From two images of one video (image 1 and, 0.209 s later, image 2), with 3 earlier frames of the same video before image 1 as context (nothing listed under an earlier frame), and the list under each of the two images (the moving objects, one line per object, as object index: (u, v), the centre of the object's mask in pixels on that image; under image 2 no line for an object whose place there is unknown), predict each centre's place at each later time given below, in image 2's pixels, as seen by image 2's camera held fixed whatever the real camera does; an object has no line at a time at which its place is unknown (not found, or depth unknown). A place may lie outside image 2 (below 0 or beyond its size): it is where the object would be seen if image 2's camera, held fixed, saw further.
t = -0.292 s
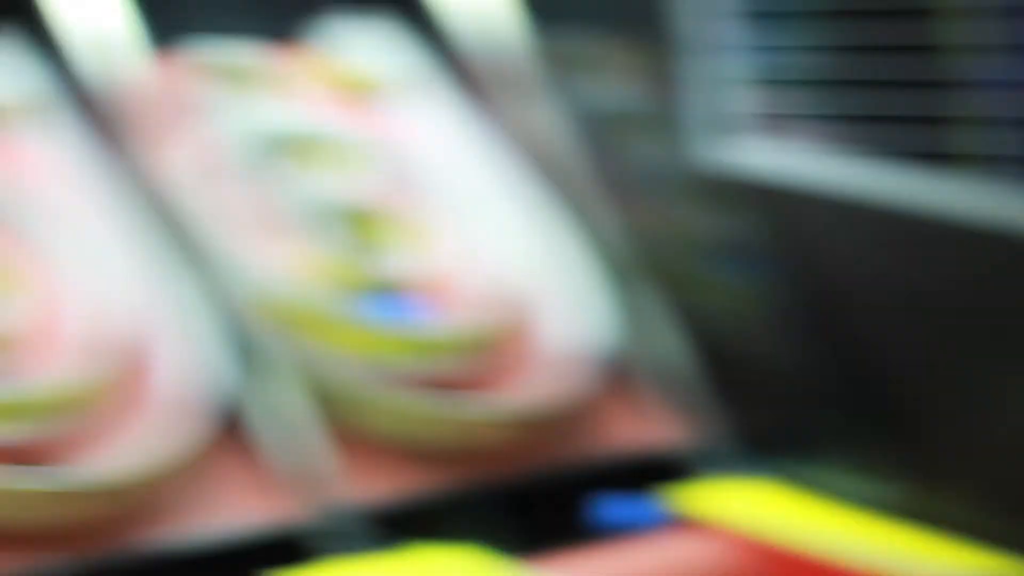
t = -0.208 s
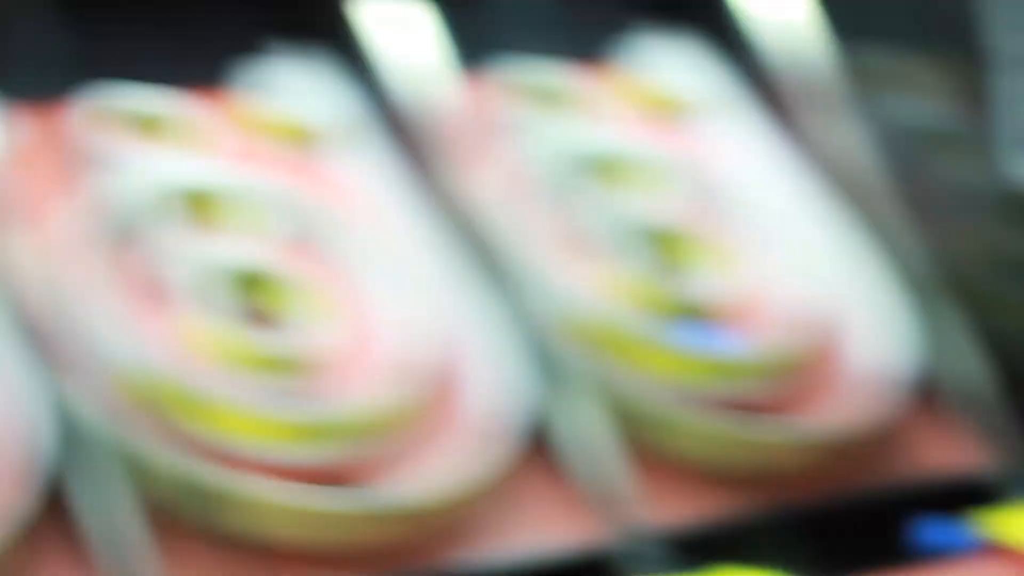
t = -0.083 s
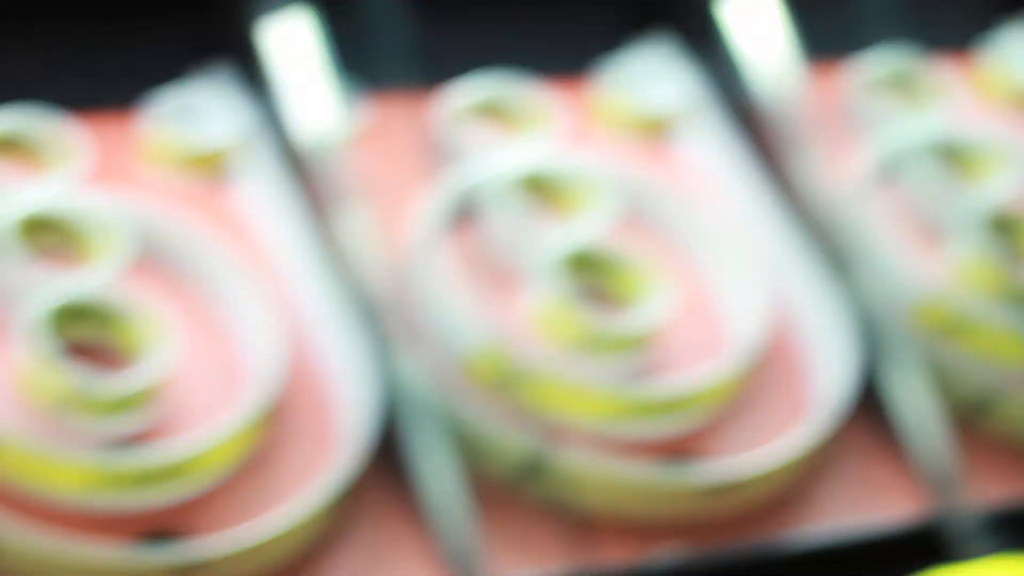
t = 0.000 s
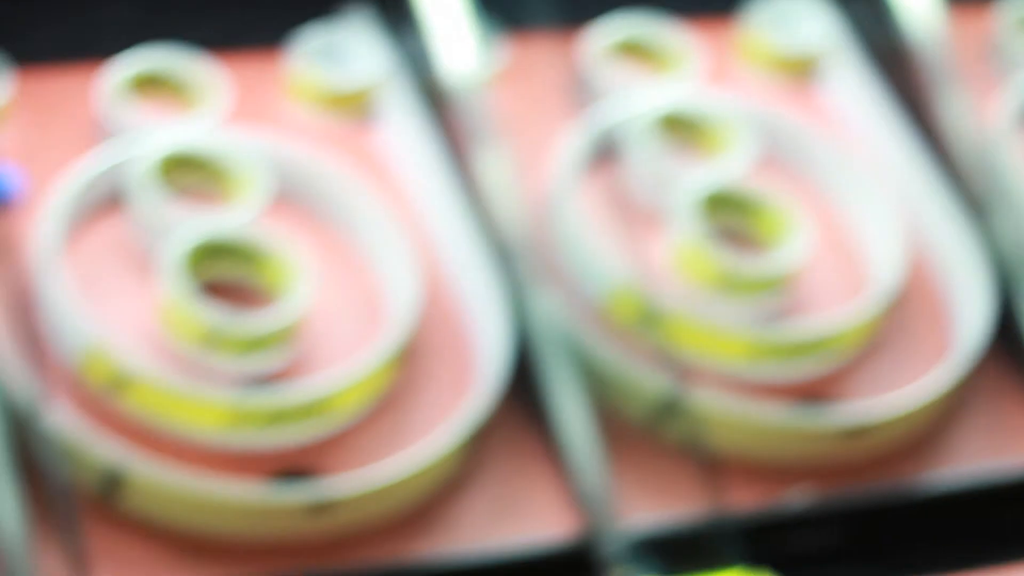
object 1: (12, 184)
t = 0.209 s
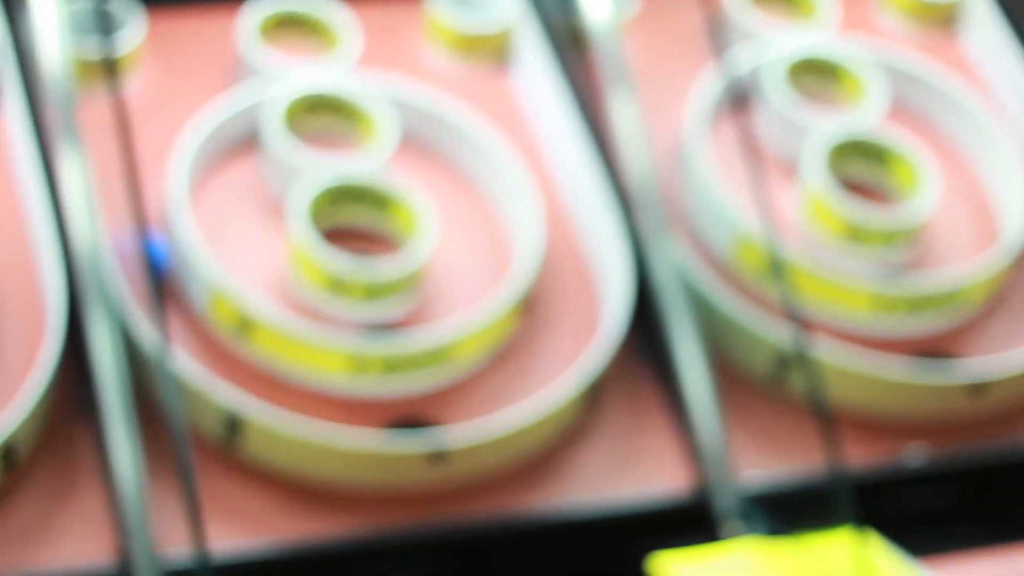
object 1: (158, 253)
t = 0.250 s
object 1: (166, 280)
